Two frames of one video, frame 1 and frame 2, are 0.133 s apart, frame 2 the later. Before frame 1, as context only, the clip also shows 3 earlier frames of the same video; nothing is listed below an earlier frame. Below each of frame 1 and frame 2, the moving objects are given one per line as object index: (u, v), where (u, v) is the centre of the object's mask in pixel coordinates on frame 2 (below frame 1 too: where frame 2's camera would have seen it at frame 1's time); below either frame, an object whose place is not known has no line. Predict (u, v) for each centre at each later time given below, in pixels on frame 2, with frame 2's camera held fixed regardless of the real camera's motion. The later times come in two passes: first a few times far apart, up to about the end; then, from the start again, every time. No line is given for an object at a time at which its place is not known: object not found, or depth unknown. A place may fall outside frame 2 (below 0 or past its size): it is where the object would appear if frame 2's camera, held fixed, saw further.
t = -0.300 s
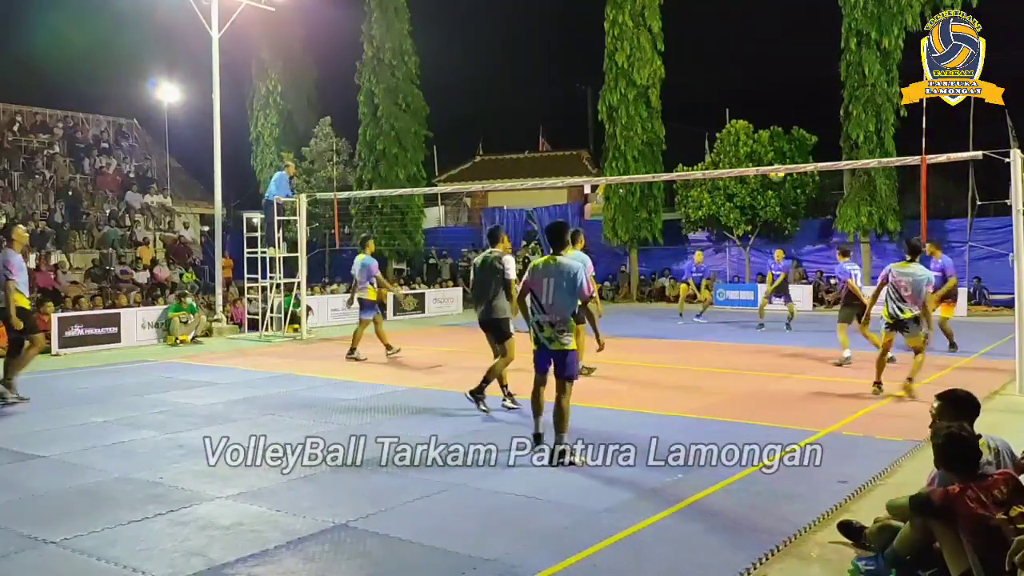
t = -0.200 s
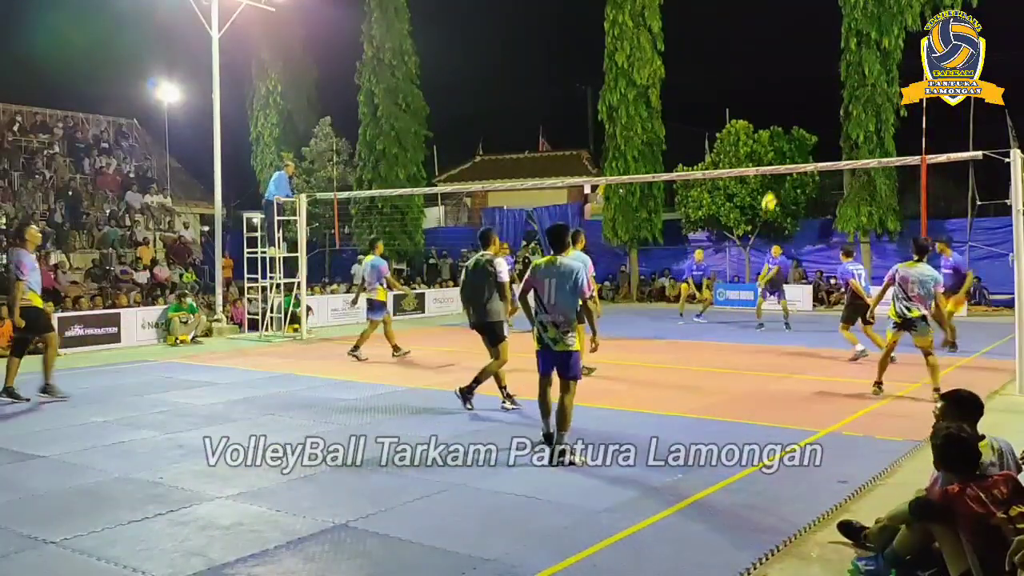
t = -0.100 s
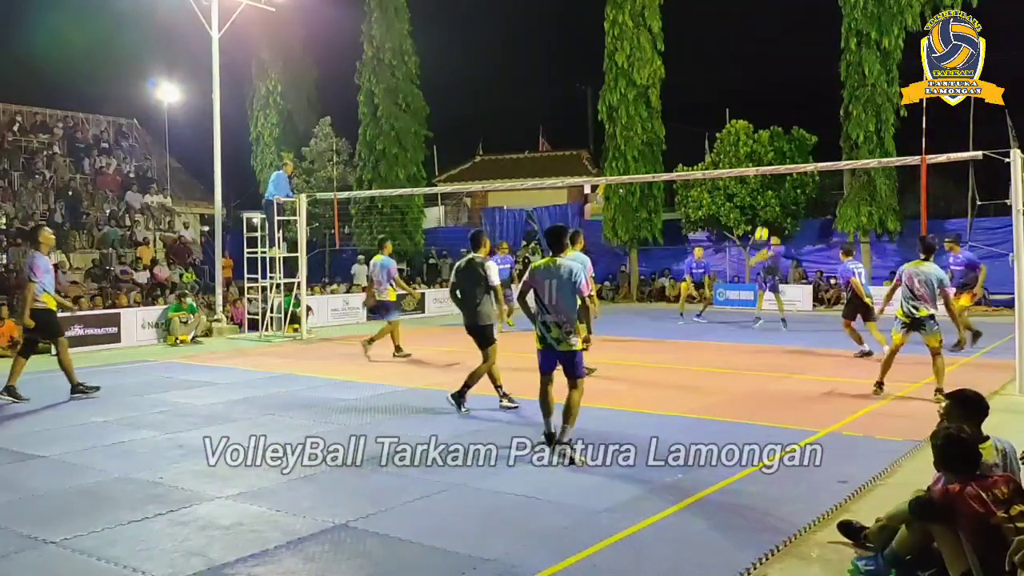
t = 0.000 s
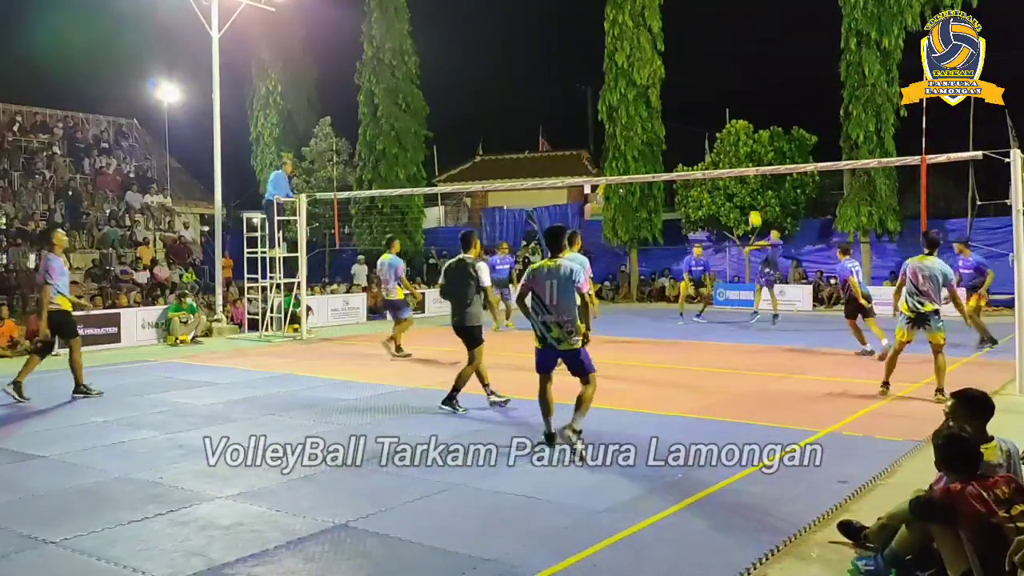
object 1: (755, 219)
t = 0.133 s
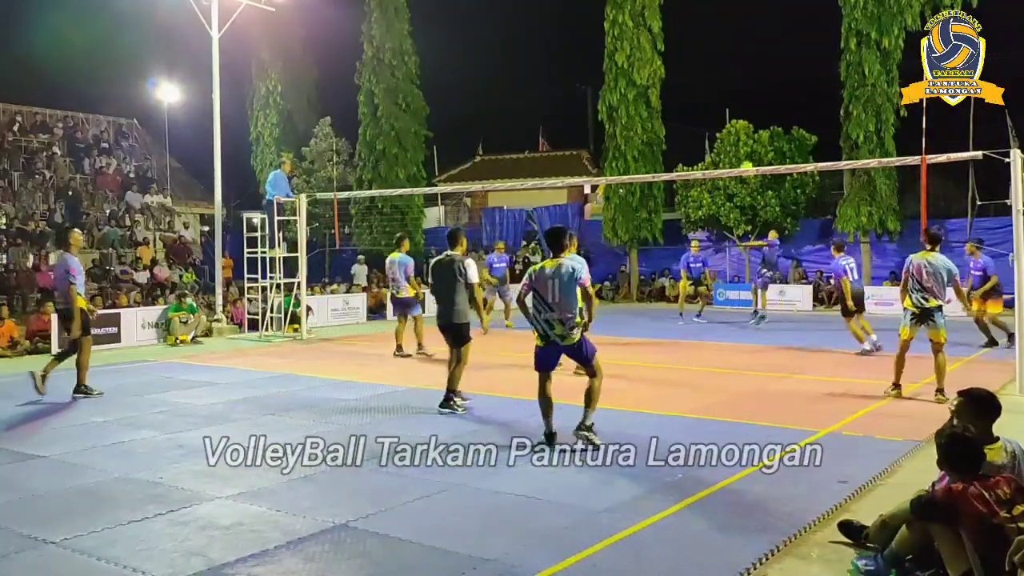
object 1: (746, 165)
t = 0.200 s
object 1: (742, 148)
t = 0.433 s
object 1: (728, 91)
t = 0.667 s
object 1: (713, 63)
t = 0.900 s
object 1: (697, 67)
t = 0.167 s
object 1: (745, 159)
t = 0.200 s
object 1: (742, 148)
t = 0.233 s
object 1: (740, 138)
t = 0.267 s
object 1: (738, 127)
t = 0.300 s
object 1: (736, 120)
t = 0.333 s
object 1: (734, 111)
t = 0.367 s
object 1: (732, 104)
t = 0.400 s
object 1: (730, 97)
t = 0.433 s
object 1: (728, 91)
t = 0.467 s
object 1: (726, 85)
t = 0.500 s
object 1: (724, 80)
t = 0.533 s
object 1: (722, 75)
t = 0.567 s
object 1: (720, 71)
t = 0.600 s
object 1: (717, 68)
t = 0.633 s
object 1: (715, 65)
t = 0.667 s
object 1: (713, 63)
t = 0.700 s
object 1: (711, 61)
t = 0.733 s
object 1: (709, 61)
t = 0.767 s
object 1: (706, 61)
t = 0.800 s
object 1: (704, 61)
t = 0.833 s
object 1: (702, 62)
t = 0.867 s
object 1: (699, 64)
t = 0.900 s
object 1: (697, 67)
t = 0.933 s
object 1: (695, 70)
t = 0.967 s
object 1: (693, 74)
